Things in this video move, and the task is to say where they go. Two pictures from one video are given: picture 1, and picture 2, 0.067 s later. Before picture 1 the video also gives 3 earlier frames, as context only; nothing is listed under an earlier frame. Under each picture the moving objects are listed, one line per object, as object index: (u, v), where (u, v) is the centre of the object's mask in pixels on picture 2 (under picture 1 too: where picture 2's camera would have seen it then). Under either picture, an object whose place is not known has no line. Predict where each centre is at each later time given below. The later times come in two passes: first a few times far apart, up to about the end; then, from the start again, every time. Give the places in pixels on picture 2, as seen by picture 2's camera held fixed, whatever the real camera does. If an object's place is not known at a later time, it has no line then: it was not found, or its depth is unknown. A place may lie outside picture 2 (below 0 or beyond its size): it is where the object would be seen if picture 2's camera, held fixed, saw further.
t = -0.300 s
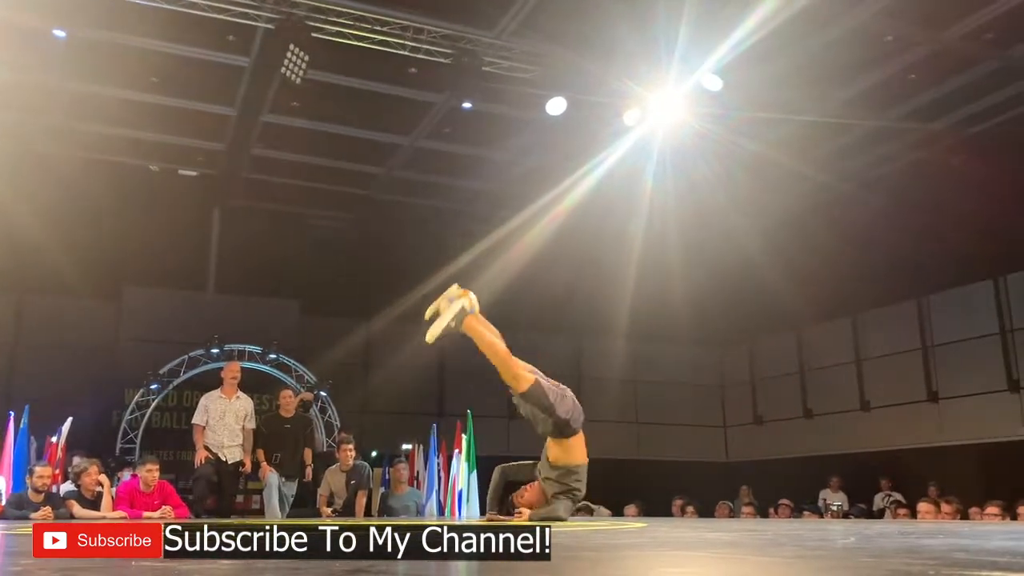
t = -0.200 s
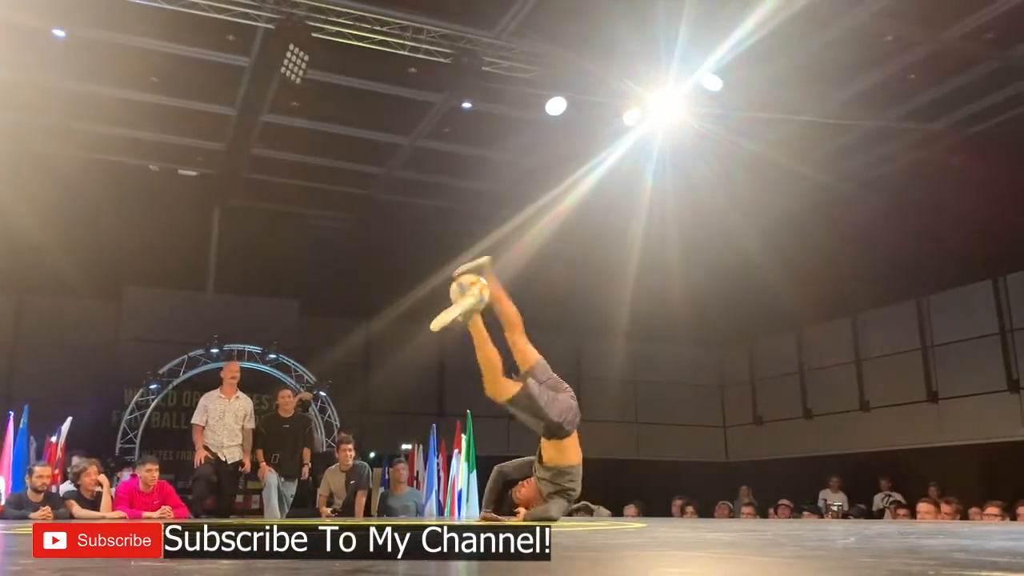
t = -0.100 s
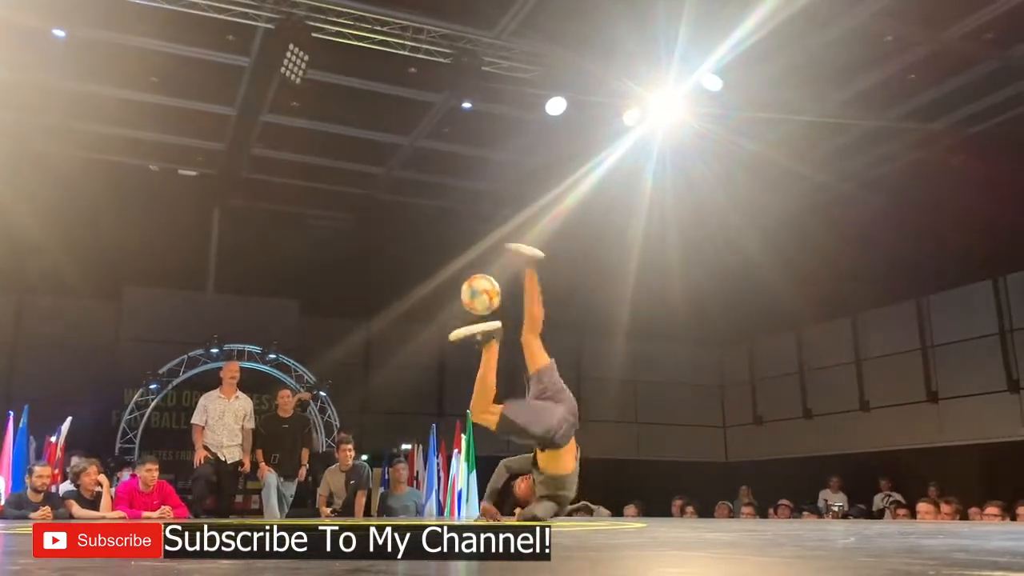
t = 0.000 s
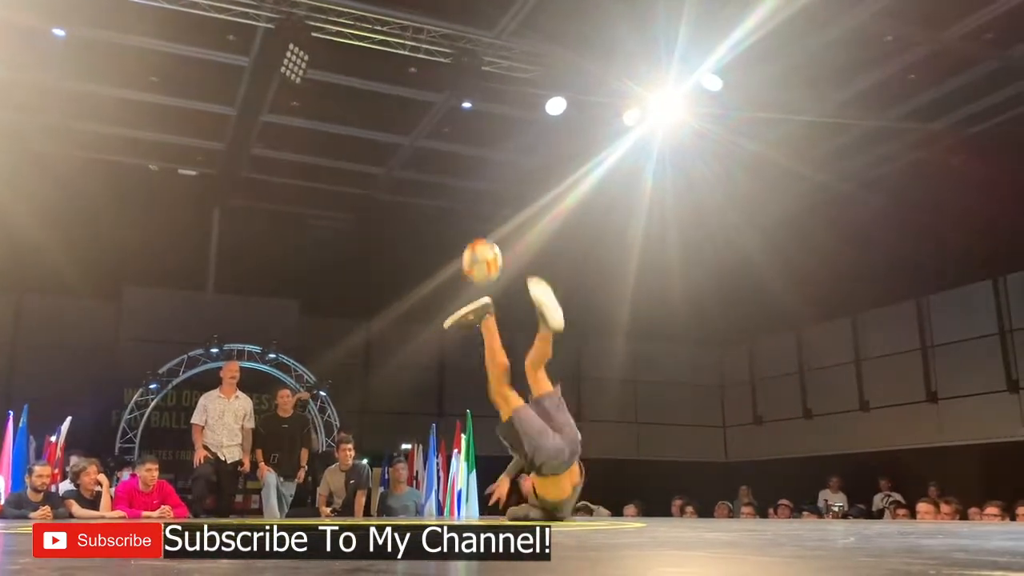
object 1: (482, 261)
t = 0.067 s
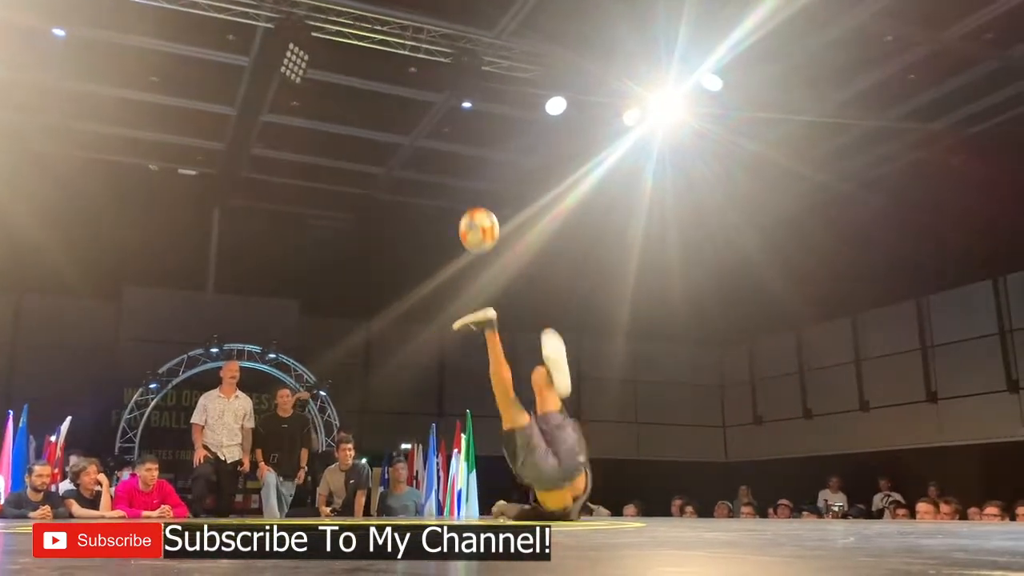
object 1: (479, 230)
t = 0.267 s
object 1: (469, 180)
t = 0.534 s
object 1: (454, 222)
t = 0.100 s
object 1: (477, 217)
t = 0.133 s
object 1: (476, 206)
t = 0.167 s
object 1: (474, 196)
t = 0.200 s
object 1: (472, 189)
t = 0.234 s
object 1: (471, 183)
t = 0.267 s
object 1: (469, 180)
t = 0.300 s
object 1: (467, 178)
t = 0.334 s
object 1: (466, 178)
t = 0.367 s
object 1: (464, 180)
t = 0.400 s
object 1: (462, 184)
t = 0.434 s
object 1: (460, 190)
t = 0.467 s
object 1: (458, 199)
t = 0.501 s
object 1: (456, 209)
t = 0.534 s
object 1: (454, 222)
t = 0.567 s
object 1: (451, 238)
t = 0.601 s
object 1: (449, 256)
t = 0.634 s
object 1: (447, 276)
